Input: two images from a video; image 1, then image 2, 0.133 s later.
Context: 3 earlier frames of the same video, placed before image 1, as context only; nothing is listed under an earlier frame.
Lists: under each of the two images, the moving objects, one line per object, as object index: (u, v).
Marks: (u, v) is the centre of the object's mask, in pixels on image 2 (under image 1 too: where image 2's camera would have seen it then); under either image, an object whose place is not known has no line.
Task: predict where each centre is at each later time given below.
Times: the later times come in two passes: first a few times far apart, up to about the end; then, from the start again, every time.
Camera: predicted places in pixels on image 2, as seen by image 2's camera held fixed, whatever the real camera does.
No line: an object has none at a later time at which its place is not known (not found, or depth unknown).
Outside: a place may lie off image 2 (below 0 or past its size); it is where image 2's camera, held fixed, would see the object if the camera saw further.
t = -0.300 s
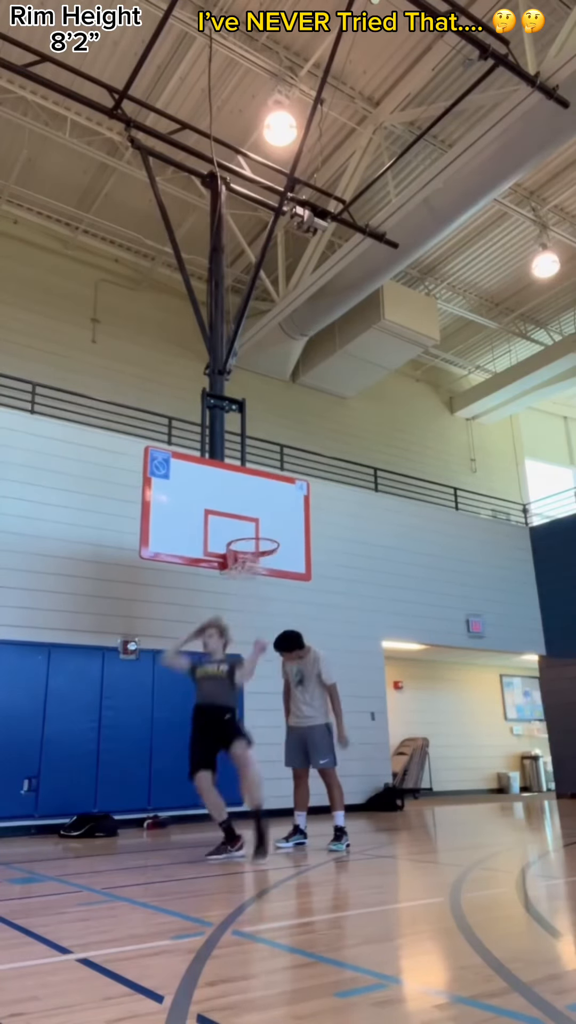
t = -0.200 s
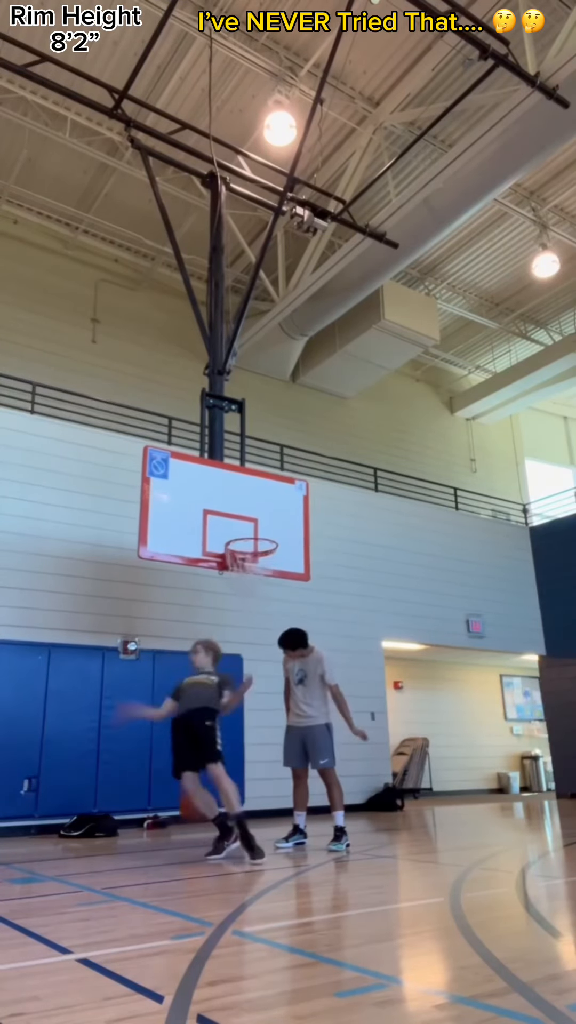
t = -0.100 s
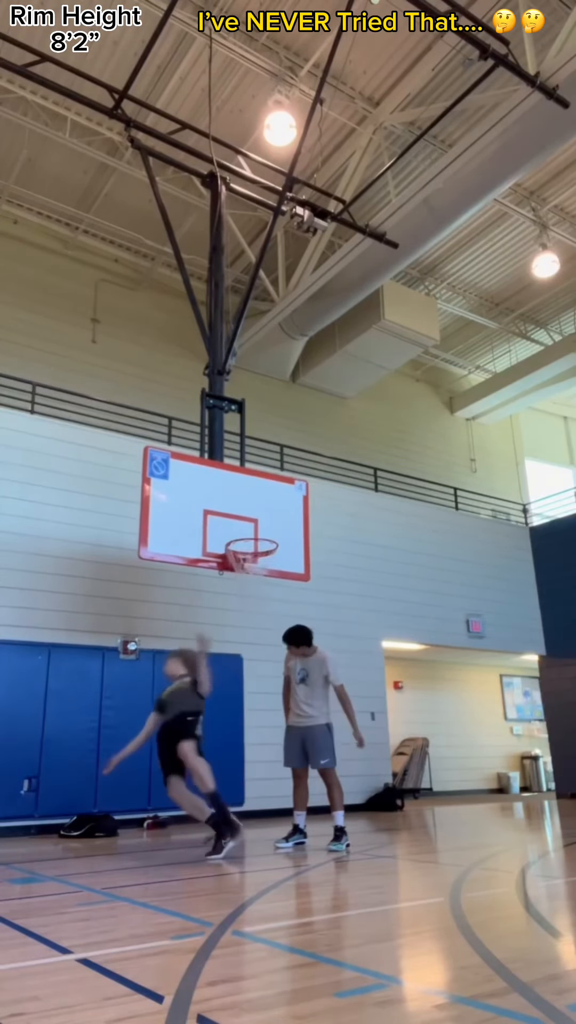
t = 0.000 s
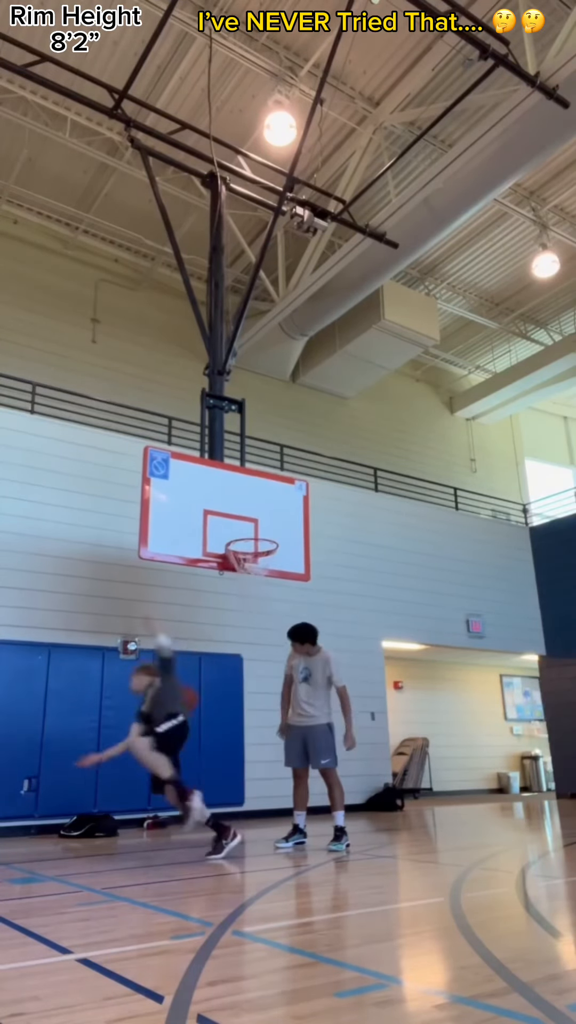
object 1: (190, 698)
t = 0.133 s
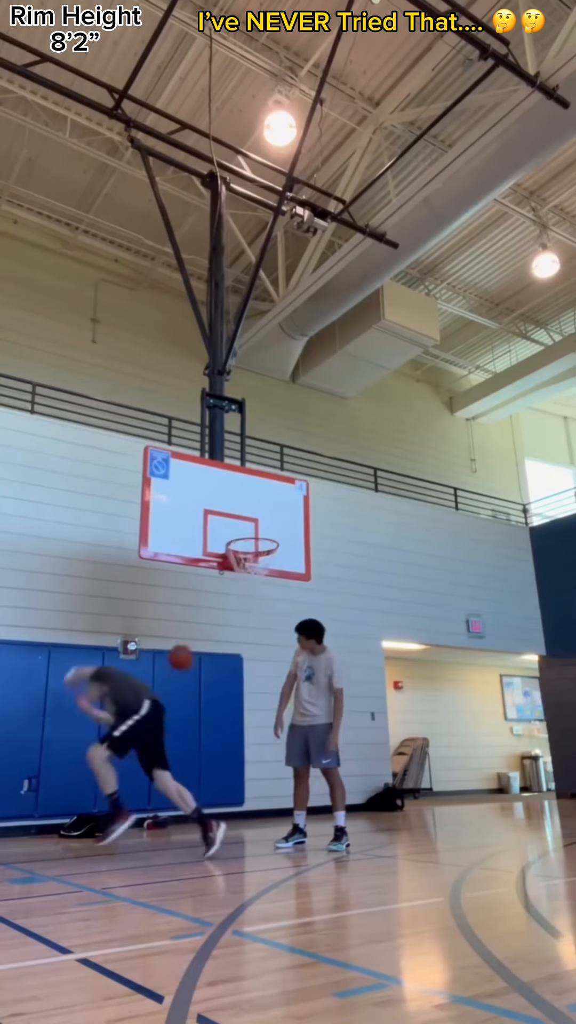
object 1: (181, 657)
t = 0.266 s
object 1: (176, 634)
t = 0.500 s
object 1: (166, 640)
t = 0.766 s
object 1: (154, 717)
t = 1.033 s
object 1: (141, 796)
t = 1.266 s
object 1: (132, 729)
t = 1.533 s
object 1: (120, 730)
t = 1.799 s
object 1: (103, 813)
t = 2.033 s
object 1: (97, 778)
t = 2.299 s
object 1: (87, 778)
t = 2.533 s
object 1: (76, 819)
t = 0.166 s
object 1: (179, 650)
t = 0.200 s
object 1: (178, 643)
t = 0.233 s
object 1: (177, 638)
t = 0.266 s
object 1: (176, 634)
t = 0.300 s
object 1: (174, 632)
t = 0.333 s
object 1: (173, 630)
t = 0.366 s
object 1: (172, 630)
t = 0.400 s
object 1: (171, 630)
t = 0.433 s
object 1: (169, 632)
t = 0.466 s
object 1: (168, 635)
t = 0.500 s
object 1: (166, 640)
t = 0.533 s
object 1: (165, 645)
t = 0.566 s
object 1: (164, 652)
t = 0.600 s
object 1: (162, 659)
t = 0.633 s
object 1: (161, 668)
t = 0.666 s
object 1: (159, 678)
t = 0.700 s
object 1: (157, 689)
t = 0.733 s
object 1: (156, 703)
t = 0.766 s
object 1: (154, 717)
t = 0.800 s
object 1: (152, 732)
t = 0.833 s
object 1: (150, 749)
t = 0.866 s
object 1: (149, 768)
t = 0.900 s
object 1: (147, 788)
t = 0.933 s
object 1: (144, 812)
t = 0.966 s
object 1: (142, 828)
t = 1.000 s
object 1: (142, 812)
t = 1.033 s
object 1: (141, 796)
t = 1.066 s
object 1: (139, 783)
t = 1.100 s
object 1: (138, 770)
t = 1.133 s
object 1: (137, 759)
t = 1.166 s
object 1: (136, 750)
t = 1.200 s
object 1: (135, 742)
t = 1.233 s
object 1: (133, 735)
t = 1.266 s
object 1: (132, 729)
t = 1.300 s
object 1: (130, 725)
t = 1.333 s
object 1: (129, 722)
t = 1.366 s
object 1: (128, 721)
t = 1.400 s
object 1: (127, 720)
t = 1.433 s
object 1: (124, 720)
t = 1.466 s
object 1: (123, 723)
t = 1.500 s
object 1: (122, 726)
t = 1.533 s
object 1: (120, 730)
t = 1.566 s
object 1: (118, 736)
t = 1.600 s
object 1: (116, 742)
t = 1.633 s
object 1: (114, 751)
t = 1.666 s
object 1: (112, 760)
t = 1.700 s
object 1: (110, 771)
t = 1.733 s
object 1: (108, 783)
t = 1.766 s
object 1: (105, 796)
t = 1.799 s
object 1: (103, 813)
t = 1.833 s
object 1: (101, 828)
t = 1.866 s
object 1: (100, 821)
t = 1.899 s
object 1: (99, 809)
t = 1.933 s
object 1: (99, 799)
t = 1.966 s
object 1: (98, 790)
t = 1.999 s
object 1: (97, 783)
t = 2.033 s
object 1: (97, 778)
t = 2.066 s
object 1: (96, 773)
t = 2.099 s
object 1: (95, 770)
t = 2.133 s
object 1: (94, 768)
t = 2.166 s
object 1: (93, 768)
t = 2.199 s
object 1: (92, 768)
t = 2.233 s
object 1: (90, 770)
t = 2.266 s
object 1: (89, 773)
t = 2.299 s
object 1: (87, 778)
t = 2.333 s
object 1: (86, 783)
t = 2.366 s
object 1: (84, 790)
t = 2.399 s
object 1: (82, 798)
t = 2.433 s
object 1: (81, 809)
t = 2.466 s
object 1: (78, 819)
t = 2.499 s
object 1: (77, 828)
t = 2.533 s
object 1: (76, 819)
